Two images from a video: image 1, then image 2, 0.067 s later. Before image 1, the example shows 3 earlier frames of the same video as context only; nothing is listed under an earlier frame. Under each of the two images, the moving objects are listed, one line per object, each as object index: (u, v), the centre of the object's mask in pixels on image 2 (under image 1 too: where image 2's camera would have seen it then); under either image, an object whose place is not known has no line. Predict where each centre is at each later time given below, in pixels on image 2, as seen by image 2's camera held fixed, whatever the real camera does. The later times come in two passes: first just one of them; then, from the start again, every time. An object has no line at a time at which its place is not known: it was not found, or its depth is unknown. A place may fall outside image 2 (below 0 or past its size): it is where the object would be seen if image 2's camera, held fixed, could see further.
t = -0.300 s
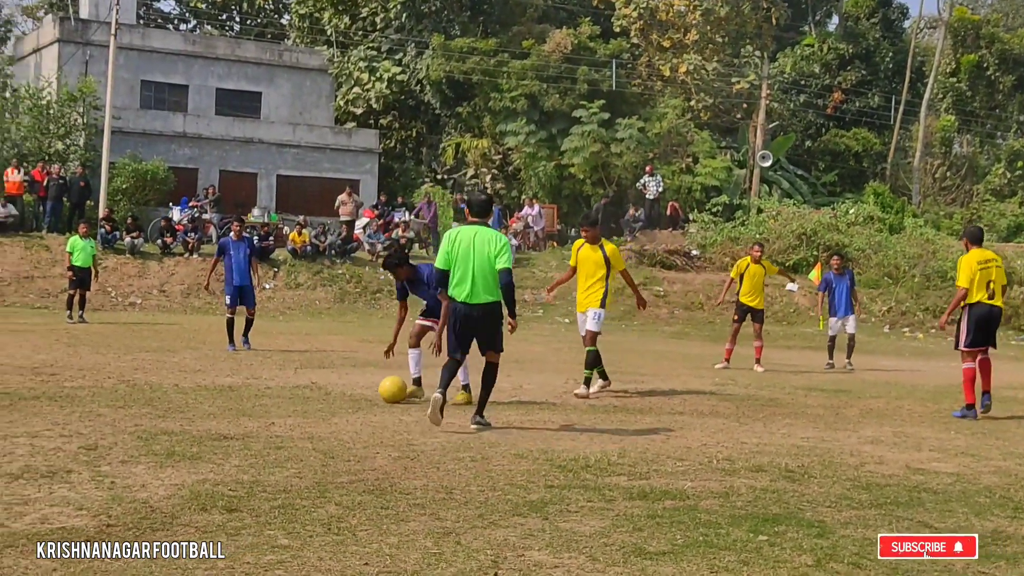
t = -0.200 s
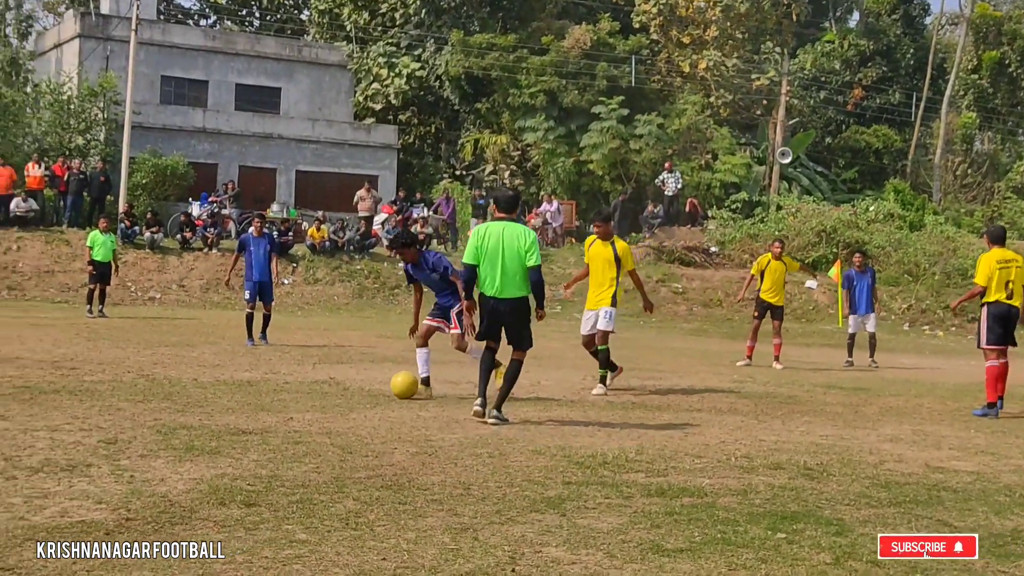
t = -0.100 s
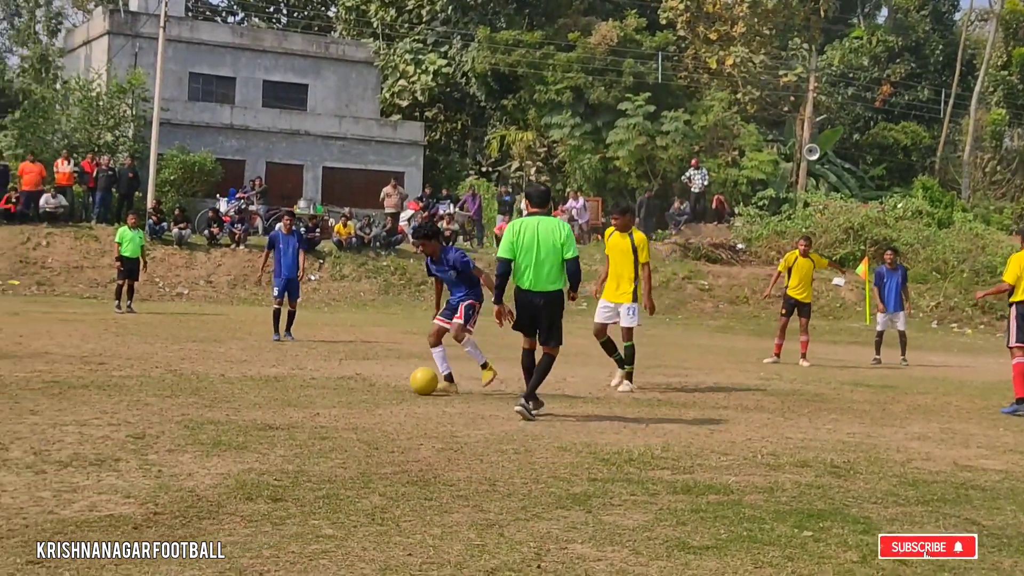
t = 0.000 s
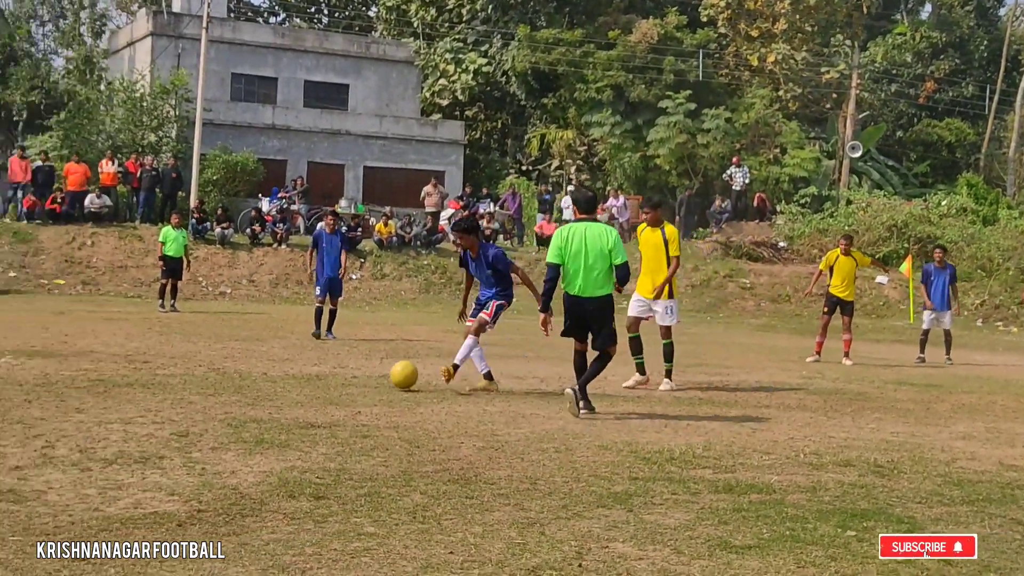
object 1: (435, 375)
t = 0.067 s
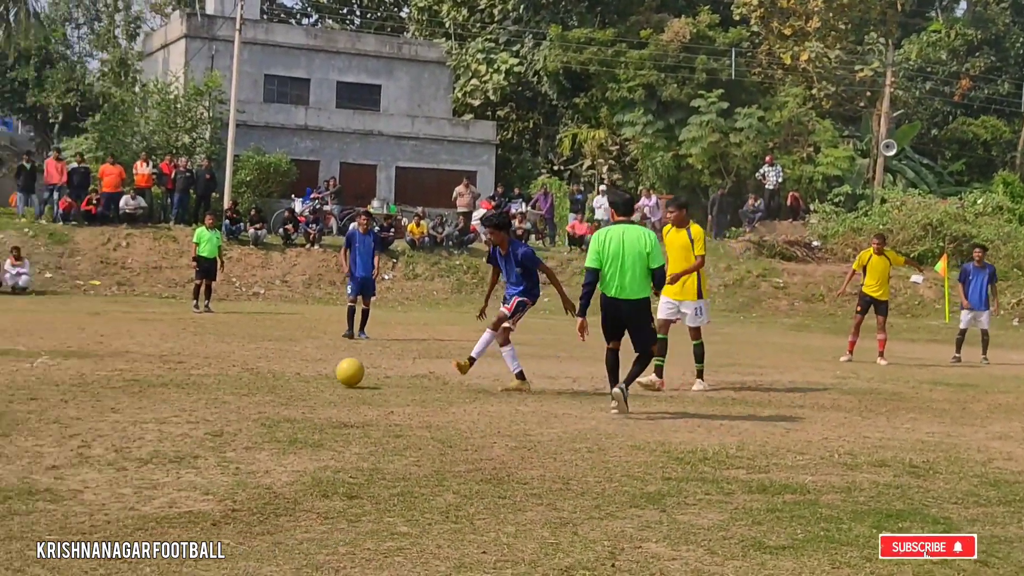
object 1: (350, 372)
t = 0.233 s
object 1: (156, 364)
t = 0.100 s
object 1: (308, 372)
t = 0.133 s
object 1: (268, 369)
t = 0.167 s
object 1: (230, 366)
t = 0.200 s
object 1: (193, 364)
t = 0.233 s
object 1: (156, 364)
